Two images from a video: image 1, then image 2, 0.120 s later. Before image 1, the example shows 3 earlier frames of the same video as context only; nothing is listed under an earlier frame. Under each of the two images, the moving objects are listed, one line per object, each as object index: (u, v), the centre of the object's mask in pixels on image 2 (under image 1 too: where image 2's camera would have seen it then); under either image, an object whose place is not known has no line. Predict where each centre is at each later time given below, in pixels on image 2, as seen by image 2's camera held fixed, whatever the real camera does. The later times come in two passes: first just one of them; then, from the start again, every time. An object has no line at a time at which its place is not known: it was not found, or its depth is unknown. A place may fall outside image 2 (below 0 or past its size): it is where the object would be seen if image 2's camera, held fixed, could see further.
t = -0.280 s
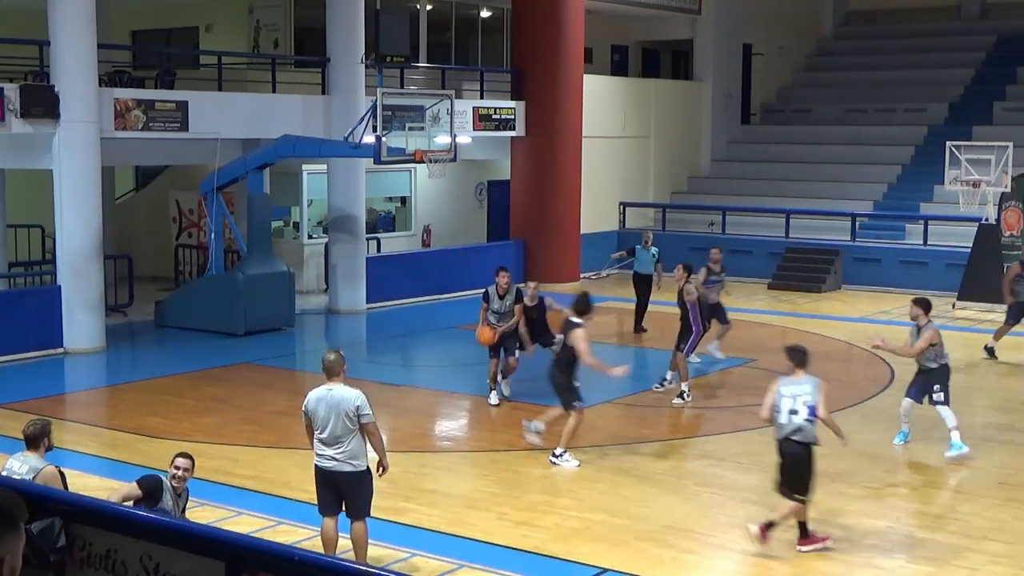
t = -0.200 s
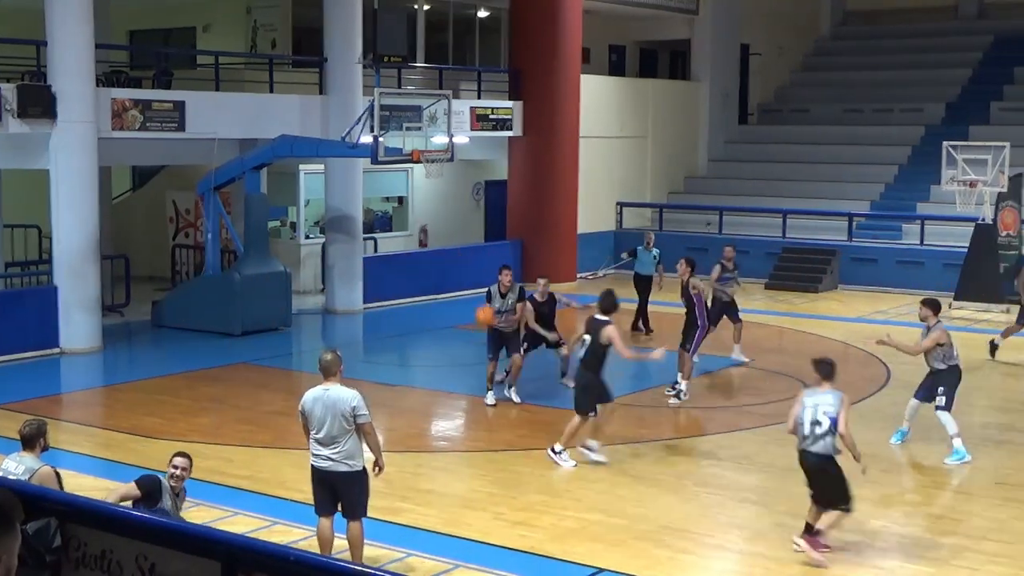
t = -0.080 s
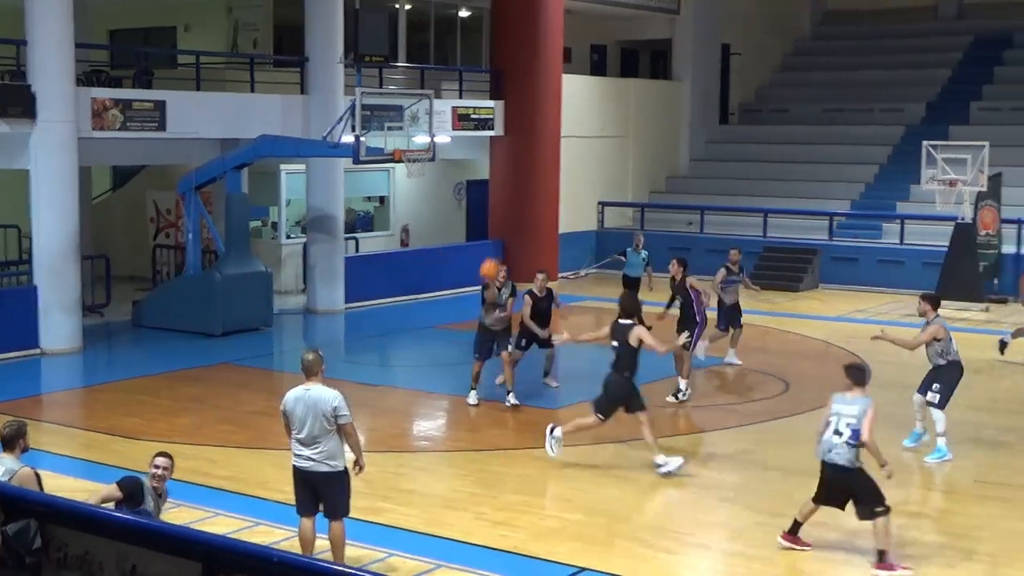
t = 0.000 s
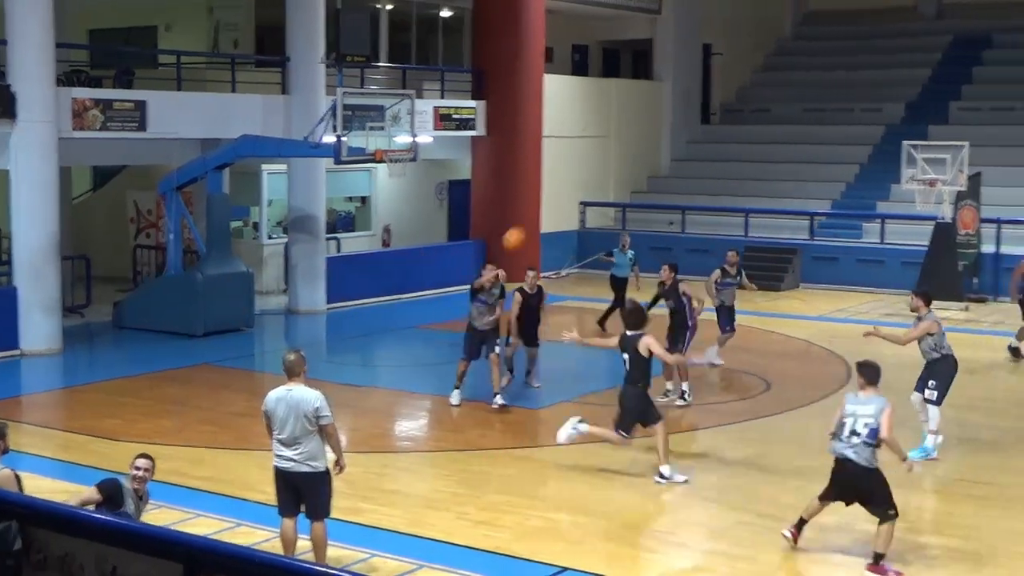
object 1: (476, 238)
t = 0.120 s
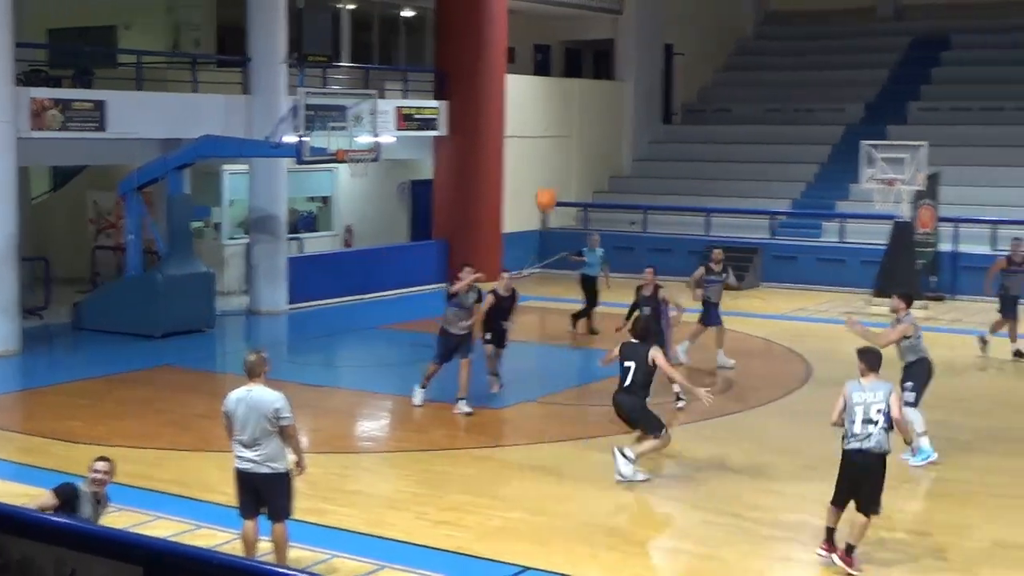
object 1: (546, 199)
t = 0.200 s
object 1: (596, 176)
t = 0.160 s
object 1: (571, 187)
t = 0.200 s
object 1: (596, 176)
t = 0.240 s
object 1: (623, 166)
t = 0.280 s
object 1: (650, 157)
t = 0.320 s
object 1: (678, 150)
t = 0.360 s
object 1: (707, 143)
